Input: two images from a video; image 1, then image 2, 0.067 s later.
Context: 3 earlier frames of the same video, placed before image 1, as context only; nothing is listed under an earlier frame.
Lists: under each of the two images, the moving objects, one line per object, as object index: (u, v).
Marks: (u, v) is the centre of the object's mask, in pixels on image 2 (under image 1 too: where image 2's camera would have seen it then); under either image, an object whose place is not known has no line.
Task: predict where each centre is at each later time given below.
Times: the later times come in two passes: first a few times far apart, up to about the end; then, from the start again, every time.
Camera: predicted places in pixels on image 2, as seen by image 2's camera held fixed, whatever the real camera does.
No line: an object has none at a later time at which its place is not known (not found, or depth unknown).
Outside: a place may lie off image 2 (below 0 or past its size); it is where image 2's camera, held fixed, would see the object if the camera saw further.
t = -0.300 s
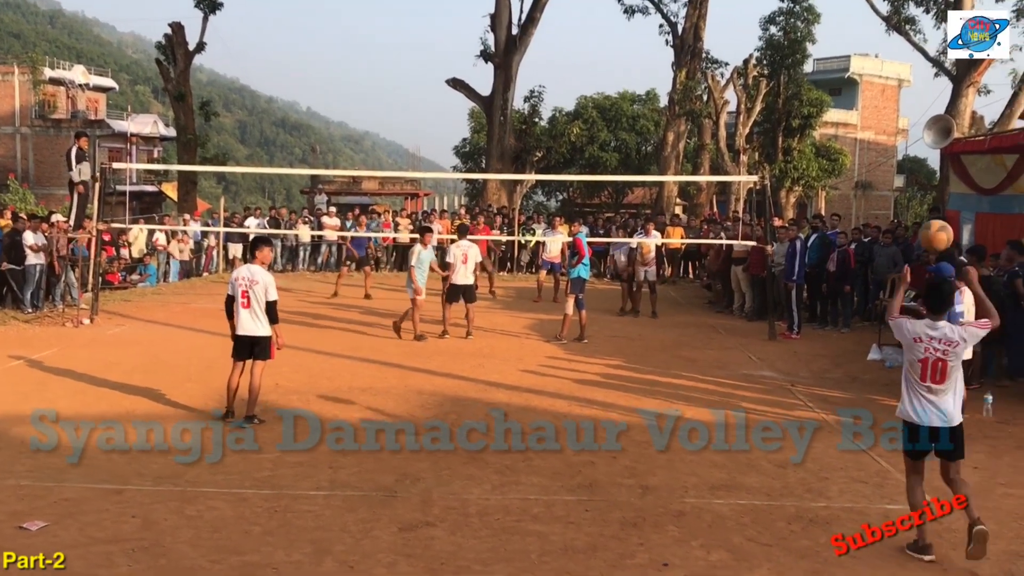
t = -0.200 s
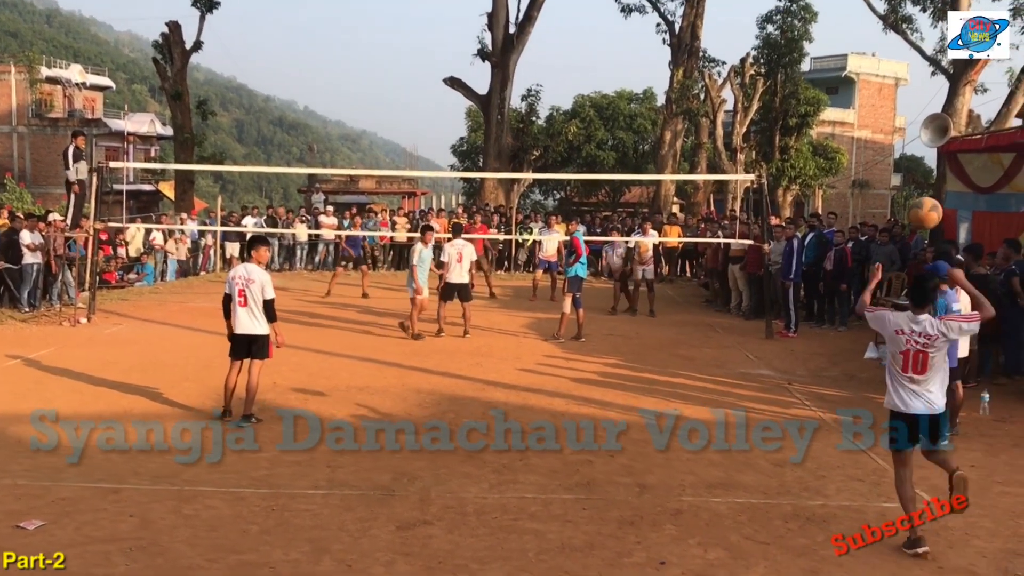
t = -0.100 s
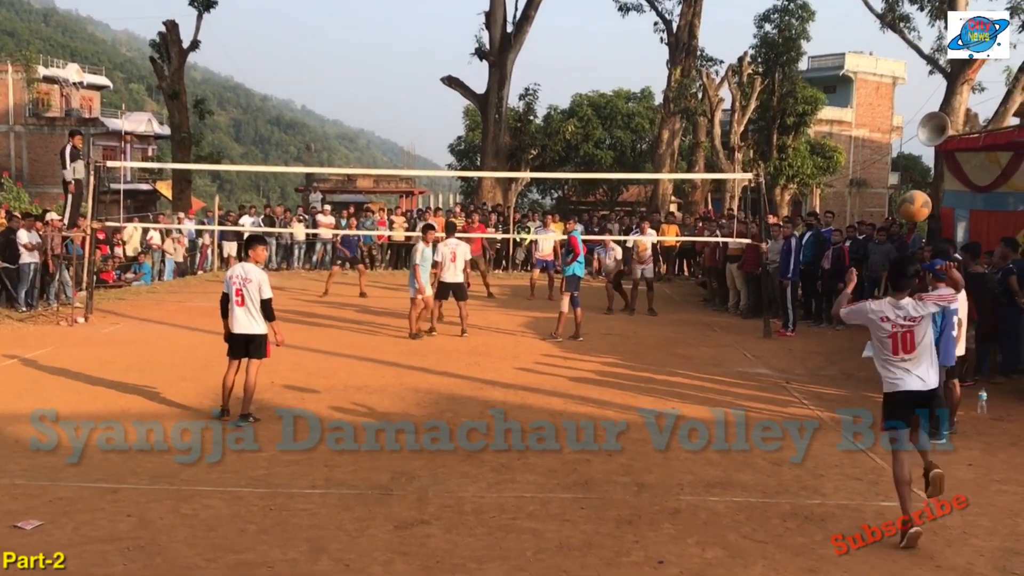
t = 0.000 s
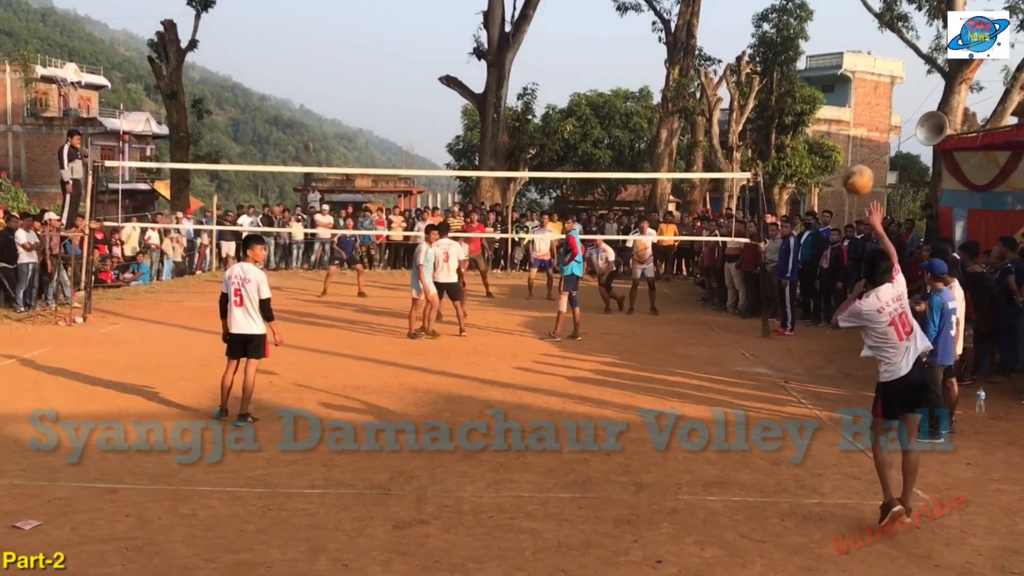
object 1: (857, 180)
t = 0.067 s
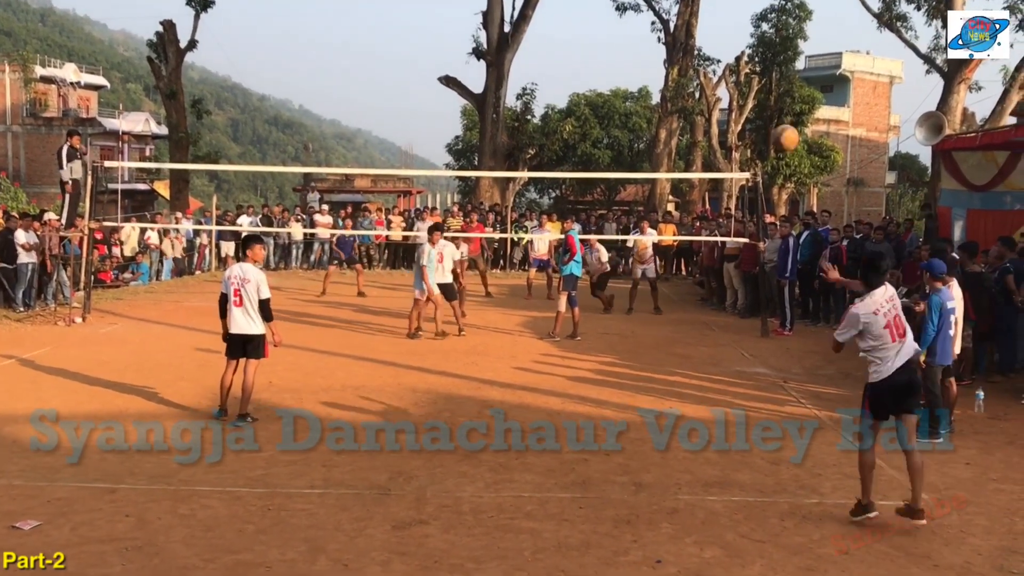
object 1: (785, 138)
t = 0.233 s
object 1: (657, 82)
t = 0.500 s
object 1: (532, 69)
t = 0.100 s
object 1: (754, 123)
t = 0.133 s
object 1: (726, 108)
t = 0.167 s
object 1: (702, 98)
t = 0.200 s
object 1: (679, 88)
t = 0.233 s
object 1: (657, 82)
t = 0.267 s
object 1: (637, 77)
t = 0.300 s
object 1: (619, 72)
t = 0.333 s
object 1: (601, 69)
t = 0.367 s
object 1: (586, 67)
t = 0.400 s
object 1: (571, 66)
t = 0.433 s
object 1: (557, 66)
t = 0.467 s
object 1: (544, 67)
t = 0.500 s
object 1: (532, 69)
